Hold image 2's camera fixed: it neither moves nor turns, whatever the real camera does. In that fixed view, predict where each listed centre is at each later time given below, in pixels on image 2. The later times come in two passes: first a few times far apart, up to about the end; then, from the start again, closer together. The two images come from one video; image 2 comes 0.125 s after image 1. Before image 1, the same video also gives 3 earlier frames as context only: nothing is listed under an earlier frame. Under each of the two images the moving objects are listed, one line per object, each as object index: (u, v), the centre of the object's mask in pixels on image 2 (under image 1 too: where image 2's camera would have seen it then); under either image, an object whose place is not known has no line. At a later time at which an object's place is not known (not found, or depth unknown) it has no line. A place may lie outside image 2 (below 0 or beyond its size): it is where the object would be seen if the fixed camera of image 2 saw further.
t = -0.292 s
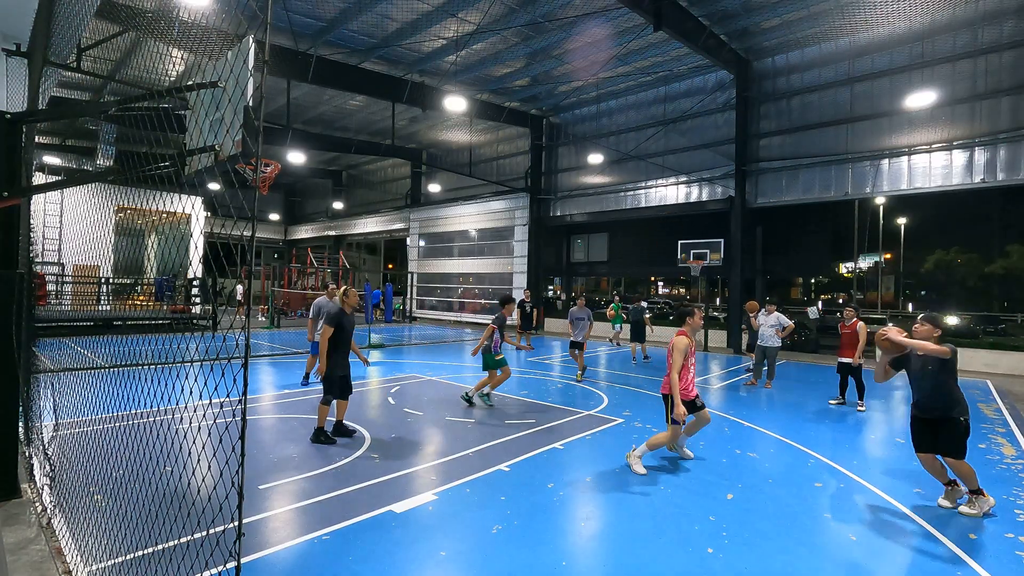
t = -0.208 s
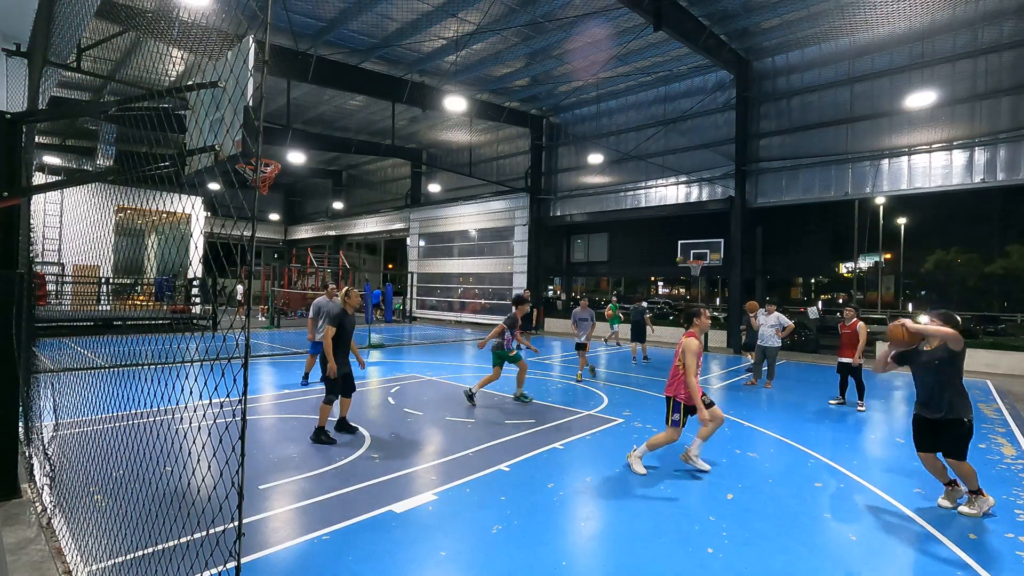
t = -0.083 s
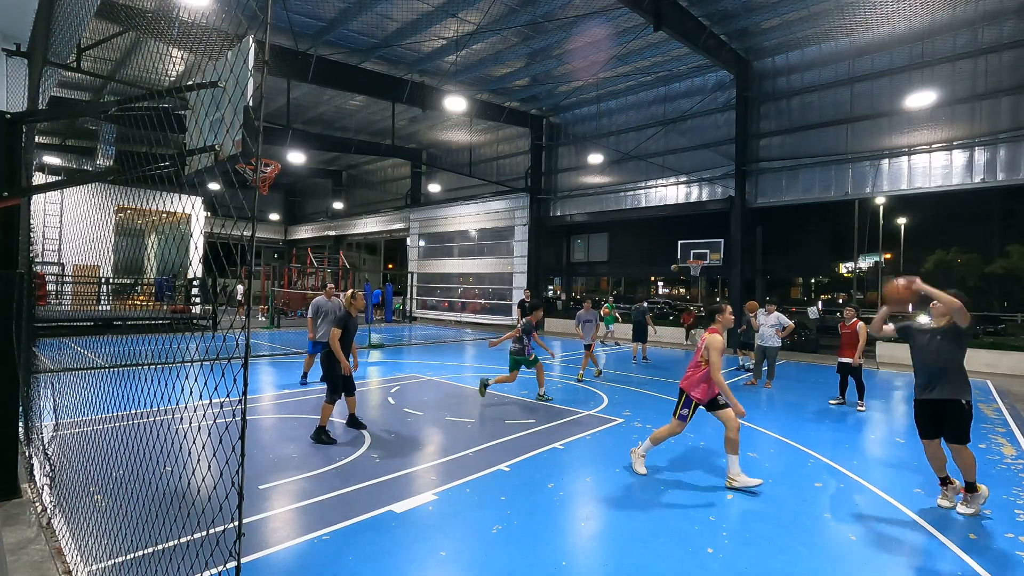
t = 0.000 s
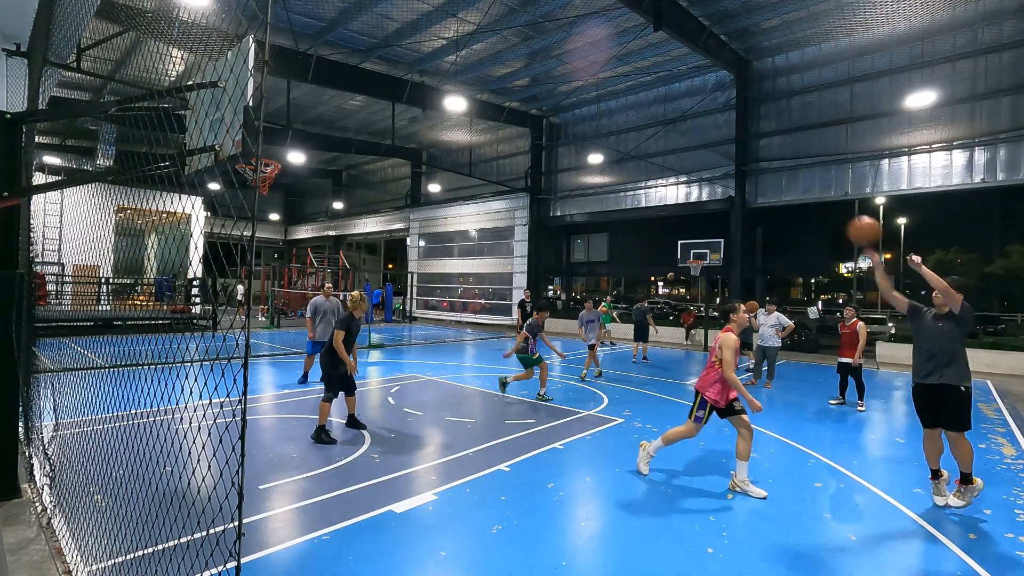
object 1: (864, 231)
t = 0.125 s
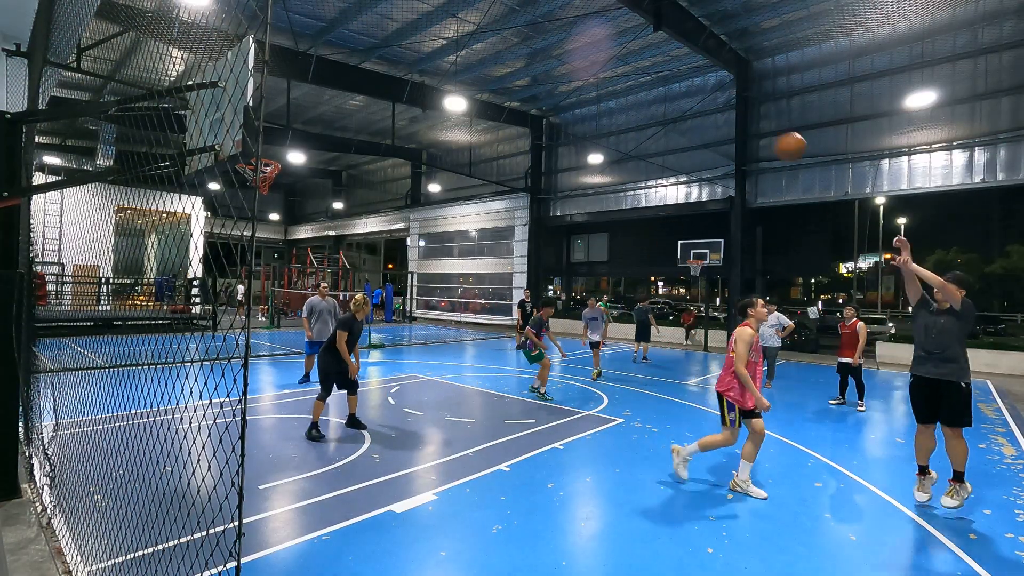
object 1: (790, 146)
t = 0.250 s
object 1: (721, 83)
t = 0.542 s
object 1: (571, 10)
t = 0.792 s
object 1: (455, 12)
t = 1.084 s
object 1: (331, 89)
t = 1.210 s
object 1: (280, 141)
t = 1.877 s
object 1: (131, 320)
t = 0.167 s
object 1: (766, 123)
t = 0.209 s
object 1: (743, 102)
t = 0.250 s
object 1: (721, 83)
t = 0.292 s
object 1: (698, 66)
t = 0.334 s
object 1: (676, 51)
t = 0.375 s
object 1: (654, 38)
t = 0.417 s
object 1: (633, 28)
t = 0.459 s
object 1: (612, 18)
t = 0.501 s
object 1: (592, 12)
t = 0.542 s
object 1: (571, 10)
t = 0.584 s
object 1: (551, 8)
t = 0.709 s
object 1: (493, 8)
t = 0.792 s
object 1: (455, 12)
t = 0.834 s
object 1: (437, 18)
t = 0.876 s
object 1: (419, 27)
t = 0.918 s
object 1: (400, 37)
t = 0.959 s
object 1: (382, 47)
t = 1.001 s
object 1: (365, 60)
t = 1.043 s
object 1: (348, 74)
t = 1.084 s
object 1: (331, 89)
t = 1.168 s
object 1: (297, 122)
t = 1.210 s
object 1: (280, 141)
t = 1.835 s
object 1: (141, 298)
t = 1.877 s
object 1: (131, 320)
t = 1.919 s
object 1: (123, 340)
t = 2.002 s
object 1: (105, 391)
